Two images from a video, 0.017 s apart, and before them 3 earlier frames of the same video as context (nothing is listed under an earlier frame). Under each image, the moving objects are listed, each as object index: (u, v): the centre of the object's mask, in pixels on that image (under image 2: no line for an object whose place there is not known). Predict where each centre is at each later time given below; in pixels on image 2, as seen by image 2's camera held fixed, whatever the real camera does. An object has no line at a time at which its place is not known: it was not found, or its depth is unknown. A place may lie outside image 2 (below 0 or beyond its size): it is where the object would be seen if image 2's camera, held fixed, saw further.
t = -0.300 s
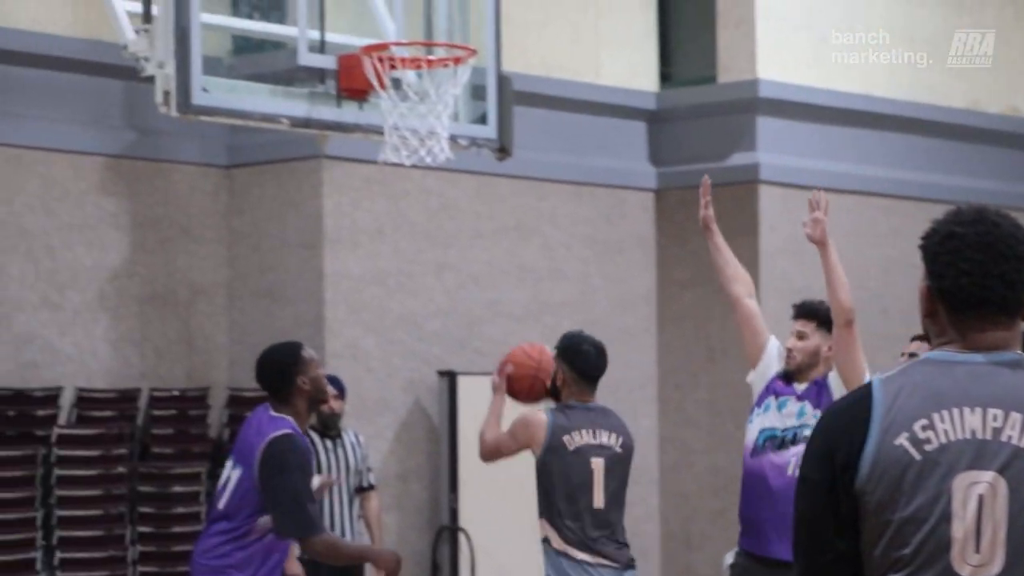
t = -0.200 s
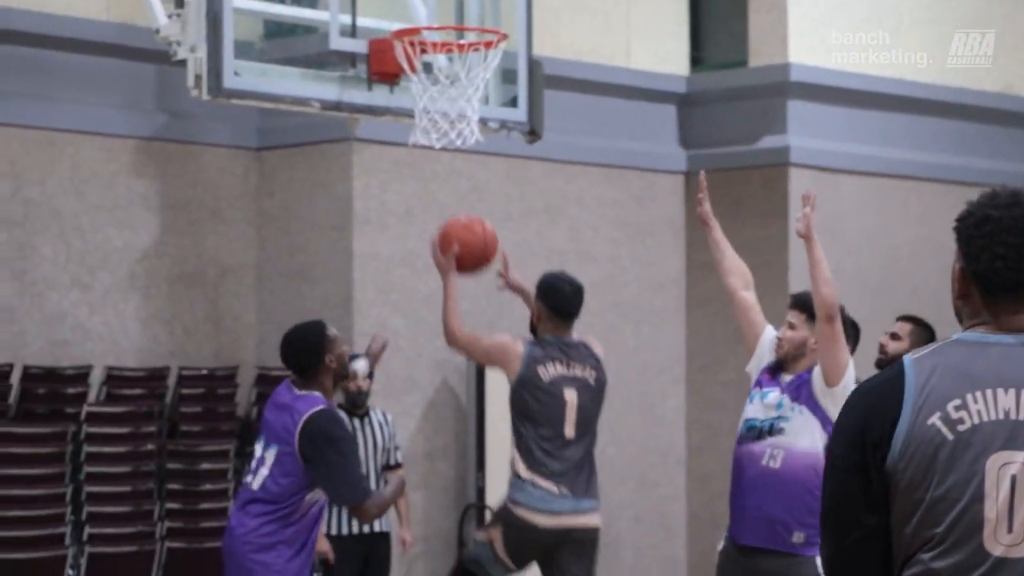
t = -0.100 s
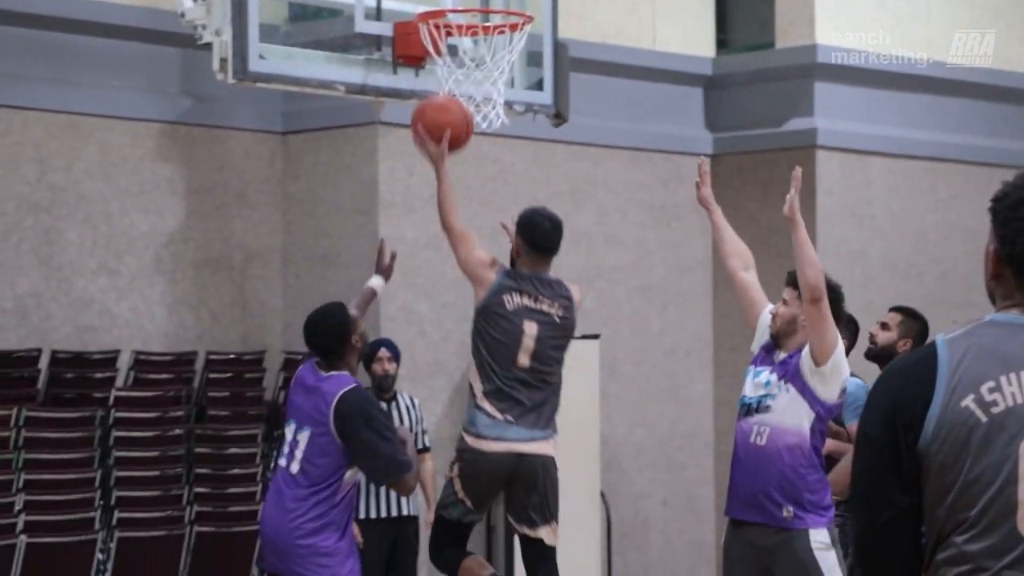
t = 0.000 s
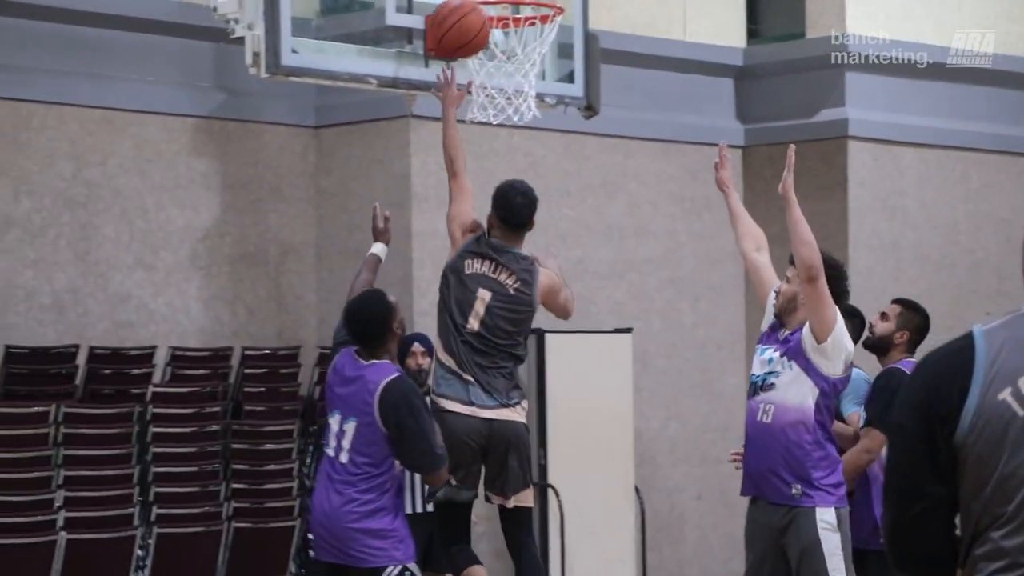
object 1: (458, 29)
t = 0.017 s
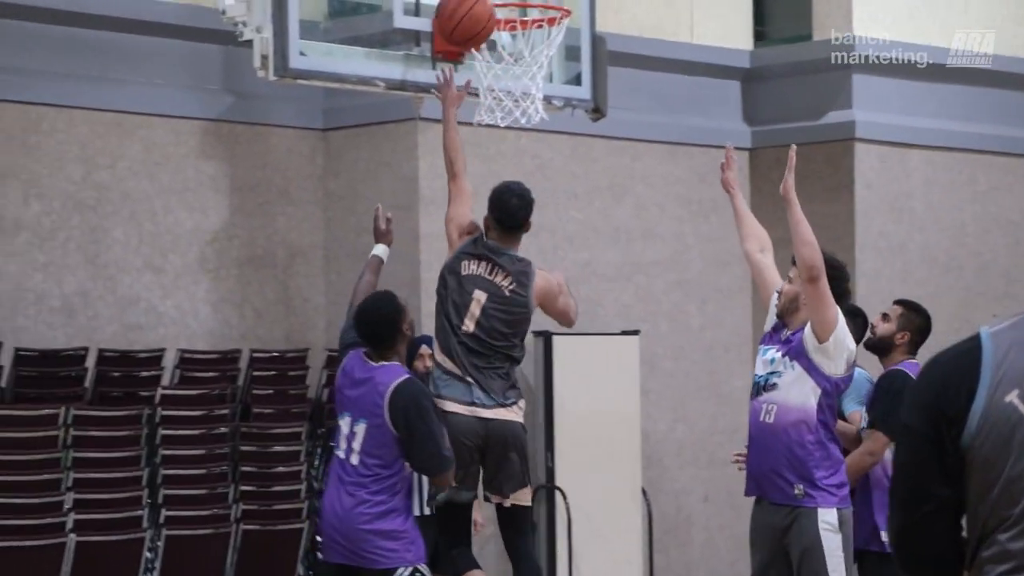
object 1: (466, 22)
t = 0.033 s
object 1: (463, 14)
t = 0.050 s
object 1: (460, 7)
